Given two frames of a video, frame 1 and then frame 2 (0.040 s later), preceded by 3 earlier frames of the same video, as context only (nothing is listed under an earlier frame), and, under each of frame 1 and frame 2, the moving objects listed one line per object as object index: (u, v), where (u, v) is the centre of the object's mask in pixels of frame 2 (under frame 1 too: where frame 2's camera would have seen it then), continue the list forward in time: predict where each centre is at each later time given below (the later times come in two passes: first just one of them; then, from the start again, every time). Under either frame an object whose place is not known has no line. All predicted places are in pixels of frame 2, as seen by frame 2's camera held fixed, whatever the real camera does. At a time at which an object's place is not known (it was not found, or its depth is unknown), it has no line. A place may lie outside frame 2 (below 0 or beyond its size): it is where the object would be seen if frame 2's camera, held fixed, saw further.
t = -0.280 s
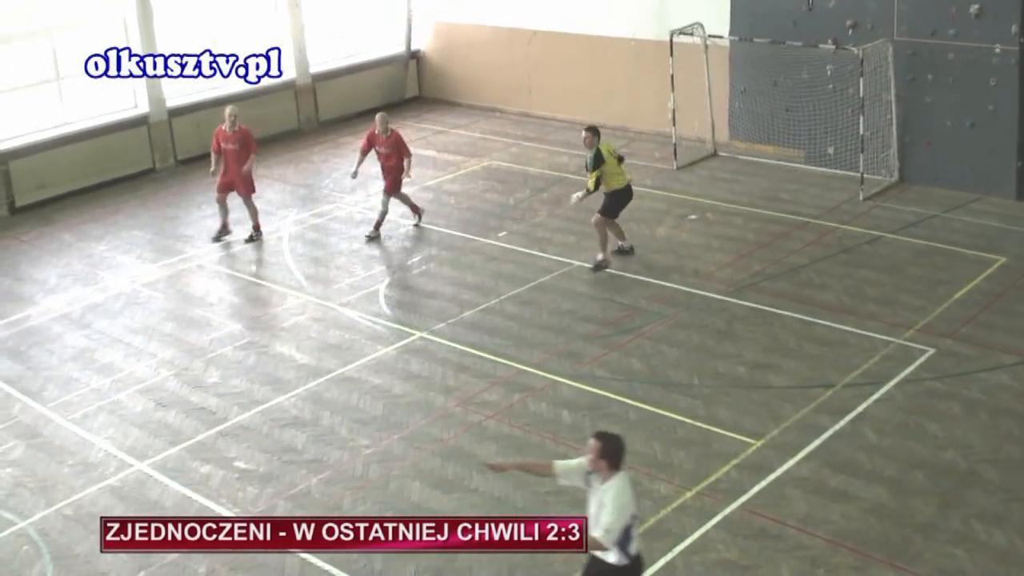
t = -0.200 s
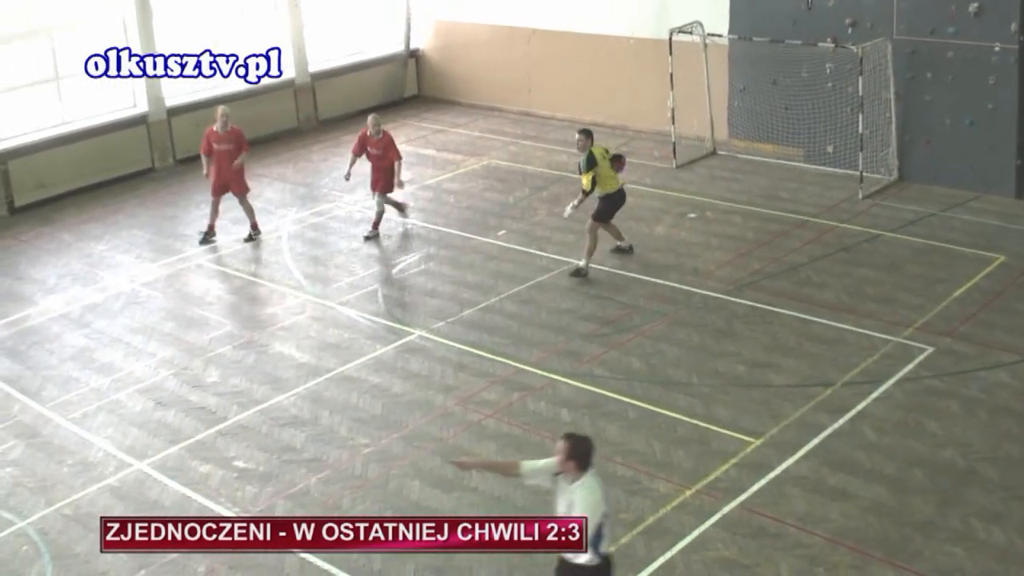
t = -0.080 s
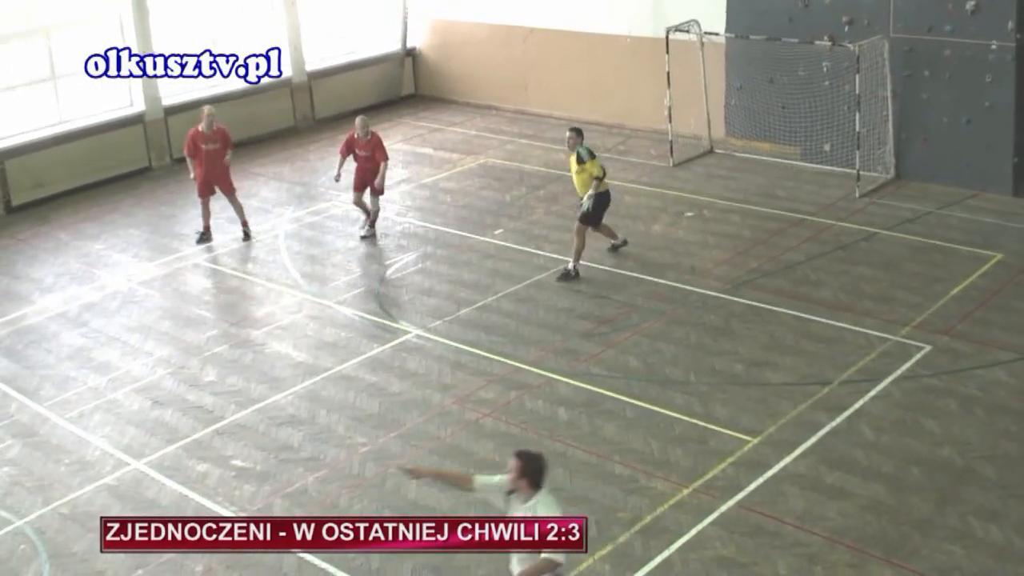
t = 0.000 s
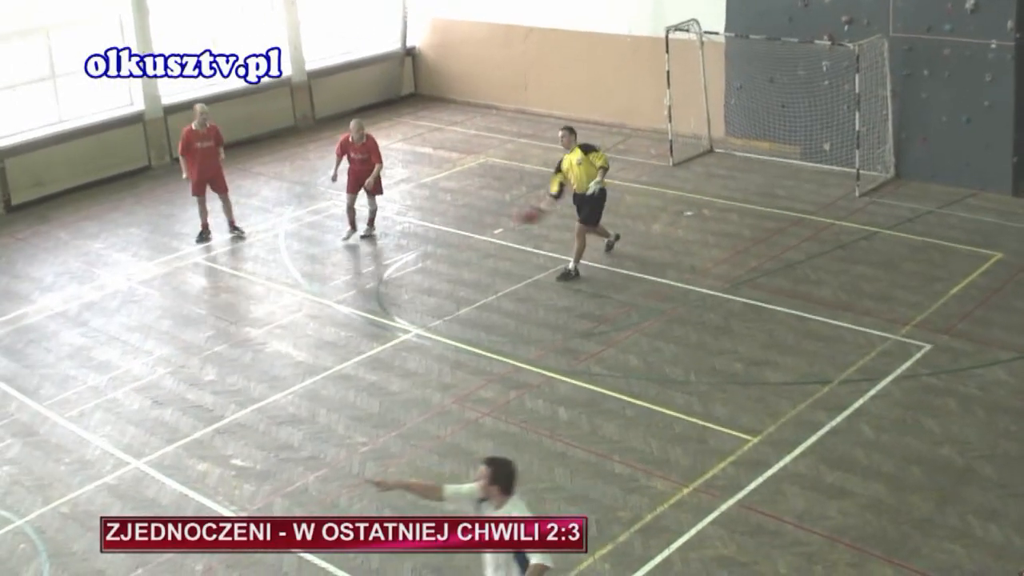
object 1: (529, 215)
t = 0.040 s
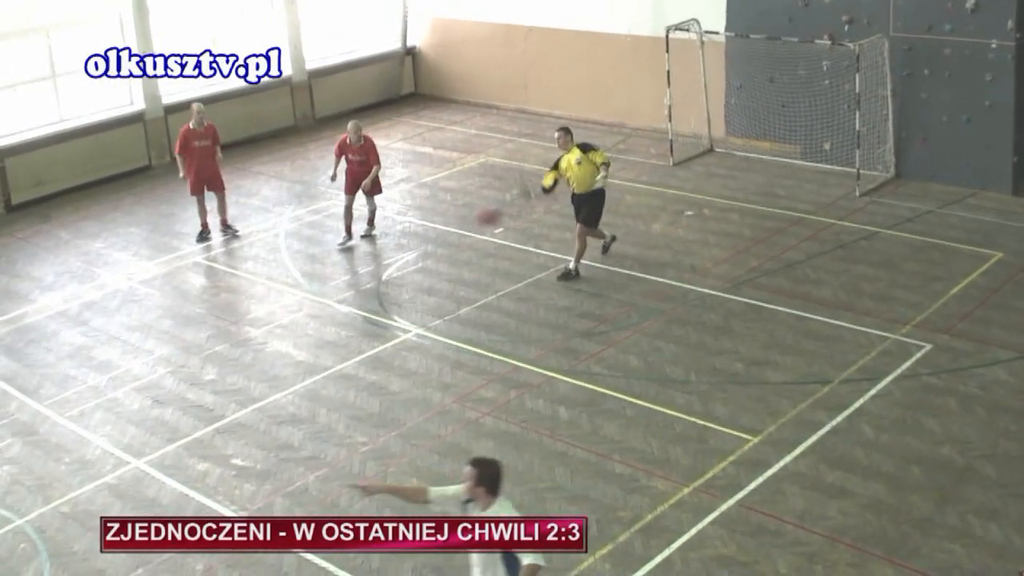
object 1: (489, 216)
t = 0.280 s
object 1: (205, 255)
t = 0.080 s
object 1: (449, 217)
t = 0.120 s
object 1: (402, 220)
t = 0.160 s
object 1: (356, 226)
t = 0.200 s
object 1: (309, 234)
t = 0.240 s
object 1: (258, 244)
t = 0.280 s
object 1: (205, 255)
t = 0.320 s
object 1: (147, 272)
